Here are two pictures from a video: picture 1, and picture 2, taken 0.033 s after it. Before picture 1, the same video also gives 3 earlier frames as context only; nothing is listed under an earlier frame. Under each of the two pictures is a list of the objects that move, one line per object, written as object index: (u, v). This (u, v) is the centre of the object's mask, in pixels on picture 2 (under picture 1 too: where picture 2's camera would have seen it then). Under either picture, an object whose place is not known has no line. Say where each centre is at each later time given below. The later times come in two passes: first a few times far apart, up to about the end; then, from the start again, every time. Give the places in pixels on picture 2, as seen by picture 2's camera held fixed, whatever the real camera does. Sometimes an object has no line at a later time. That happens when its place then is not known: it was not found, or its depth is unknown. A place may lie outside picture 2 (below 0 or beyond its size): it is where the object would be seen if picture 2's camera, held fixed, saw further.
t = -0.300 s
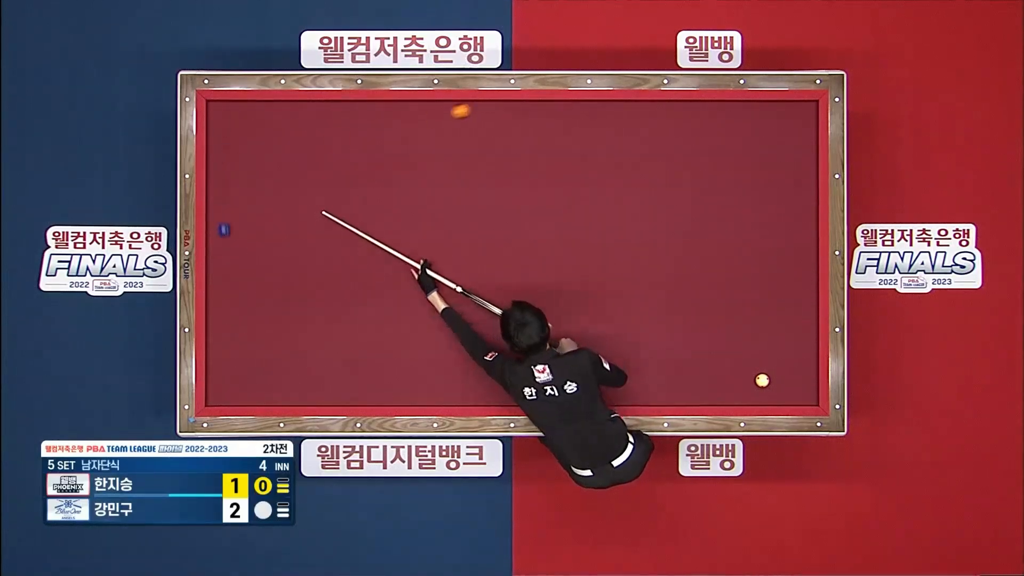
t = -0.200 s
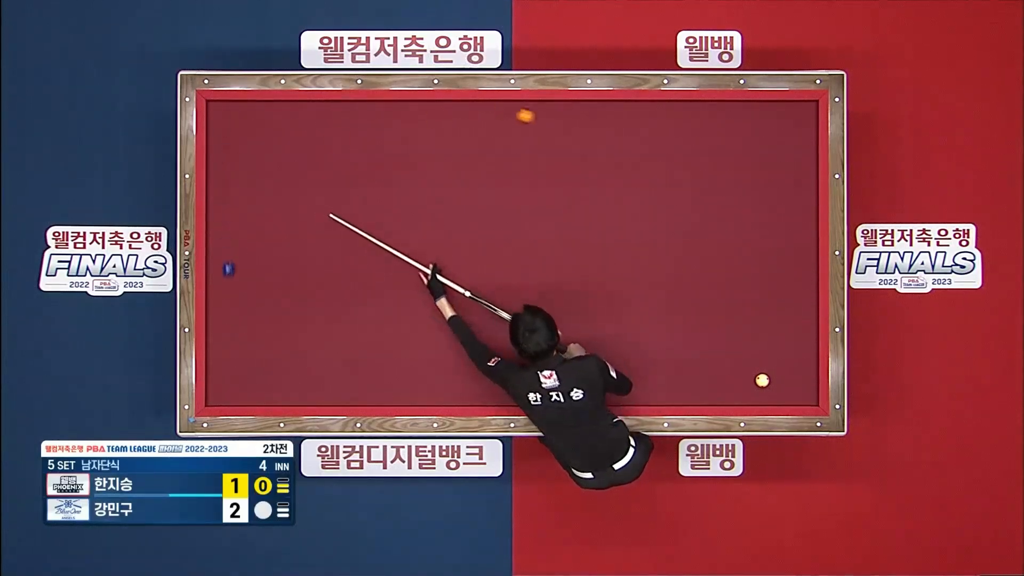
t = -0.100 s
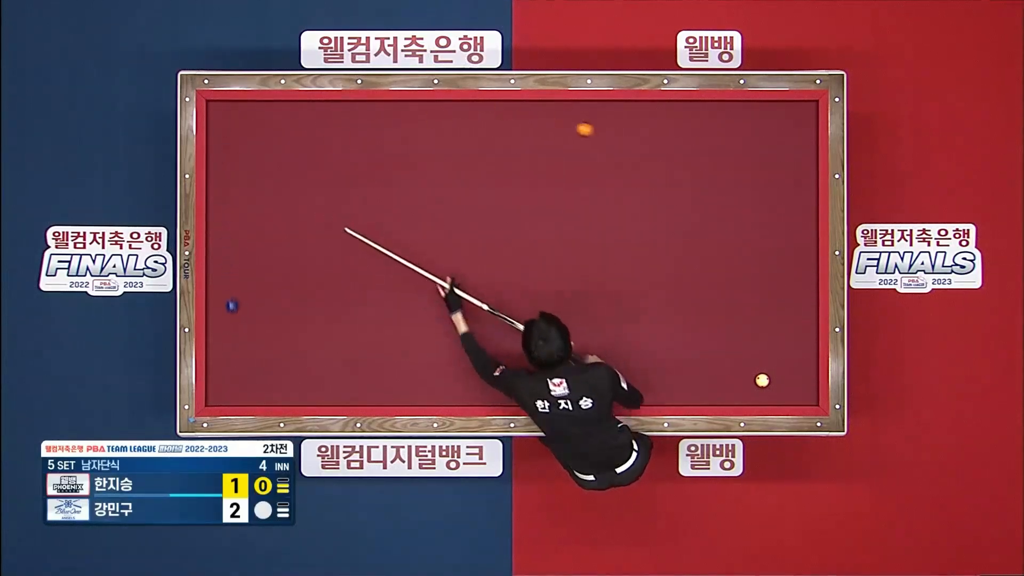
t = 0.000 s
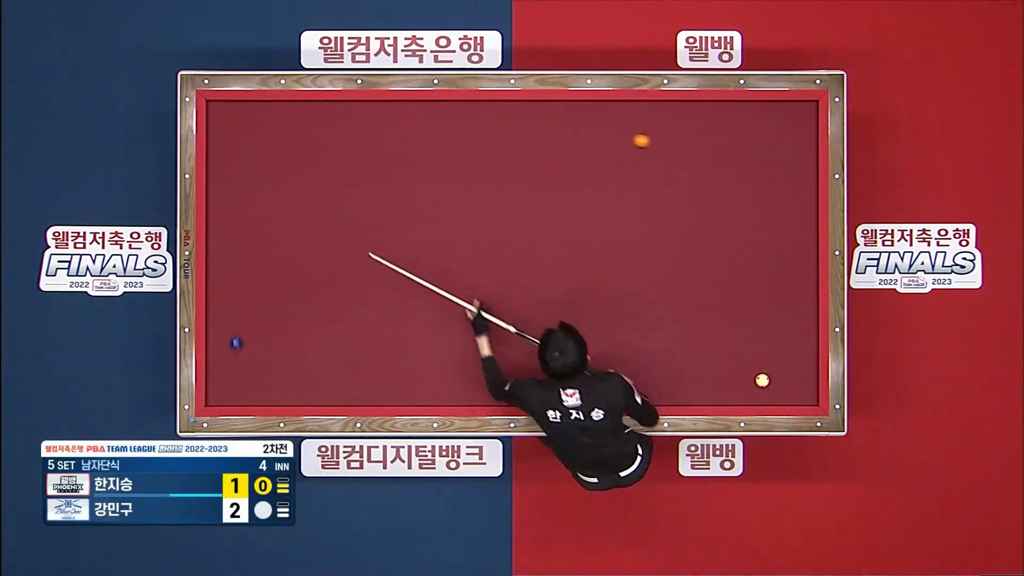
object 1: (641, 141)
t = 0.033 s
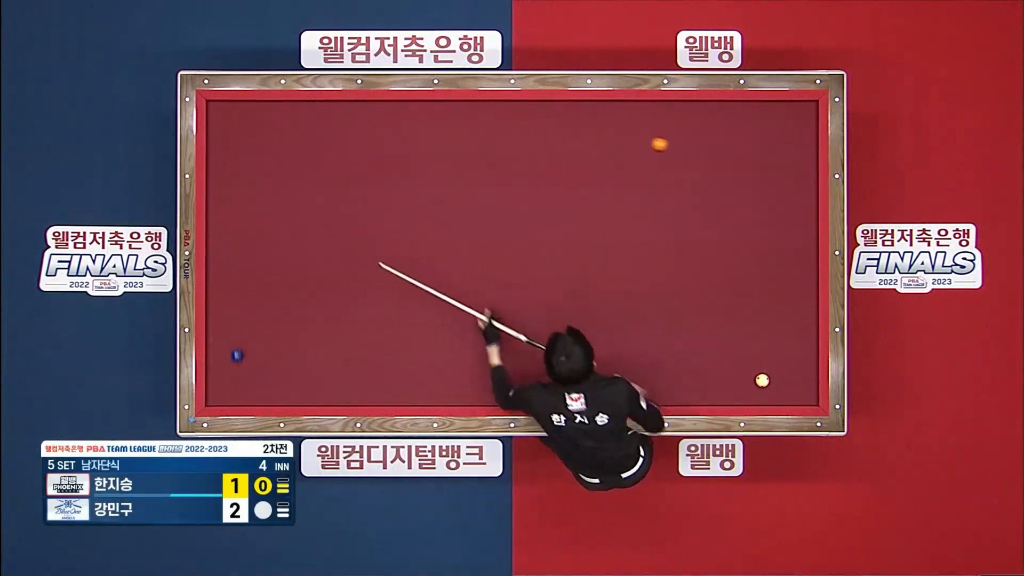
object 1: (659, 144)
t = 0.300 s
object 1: (794, 164)
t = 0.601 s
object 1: (714, 206)
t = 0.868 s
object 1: (638, 243)
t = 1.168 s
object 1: (561, 284)
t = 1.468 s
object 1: (486, 324)
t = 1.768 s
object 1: (411, 363)
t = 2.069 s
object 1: (338, 399)
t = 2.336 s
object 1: (282, 379)
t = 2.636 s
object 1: (219, 359)
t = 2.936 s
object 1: (247, 330)
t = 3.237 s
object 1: (280, 302)
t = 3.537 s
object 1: (312, 274)
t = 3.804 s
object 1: (340, 250)
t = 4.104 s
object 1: (370, 224)
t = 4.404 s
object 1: (401, 199)
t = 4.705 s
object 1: (430, 174)
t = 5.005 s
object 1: (458, 149)
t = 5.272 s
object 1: (483, 128)
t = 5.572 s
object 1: (510, 107)
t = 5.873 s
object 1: (533, 120)
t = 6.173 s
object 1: (555, 132)
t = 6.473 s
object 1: (576, 144)
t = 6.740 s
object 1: (594, 155)
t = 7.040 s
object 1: (613, 167)
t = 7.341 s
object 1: (632, 177)
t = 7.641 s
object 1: (650, 188)
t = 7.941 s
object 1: (667, 198)
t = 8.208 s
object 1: (681, 207)
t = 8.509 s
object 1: (696, 216)
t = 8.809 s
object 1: (711, 224)
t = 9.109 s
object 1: (724, 233)
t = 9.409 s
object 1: (737, 241)
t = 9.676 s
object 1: (748, 247)
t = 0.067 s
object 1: (677, 147)
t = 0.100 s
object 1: (694, 150)
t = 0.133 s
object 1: (712, 153)
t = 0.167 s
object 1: (728, 155)
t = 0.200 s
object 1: (745, 158)
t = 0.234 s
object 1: (761, 160)
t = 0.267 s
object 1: (778, 162)
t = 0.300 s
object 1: (794, 164)
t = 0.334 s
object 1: (810, 167)
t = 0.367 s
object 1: (801, 171)
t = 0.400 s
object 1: (788, 177)
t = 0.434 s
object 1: (775, 181)
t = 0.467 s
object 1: (761, 186)
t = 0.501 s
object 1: (749, 191)
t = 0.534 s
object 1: (737, 196)
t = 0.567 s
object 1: (725, 201)
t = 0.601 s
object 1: (714, 206)
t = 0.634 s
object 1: (703, 211)
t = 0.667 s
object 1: (692, 215)
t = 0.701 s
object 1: (683, 220)
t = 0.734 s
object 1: (673, 225)
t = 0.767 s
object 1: (664, 229)
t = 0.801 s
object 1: (655, 234)
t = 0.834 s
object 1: (646, 239)
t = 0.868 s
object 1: (638, 243)
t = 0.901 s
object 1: (629, 247)
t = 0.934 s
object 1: (621, 252)
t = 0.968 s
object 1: (612, 257)
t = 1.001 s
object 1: (604, 261)
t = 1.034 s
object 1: (595, 265)
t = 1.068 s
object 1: (587, 270)
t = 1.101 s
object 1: (578, 275)
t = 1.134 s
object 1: (570, 279)
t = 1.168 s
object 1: (561, 284)
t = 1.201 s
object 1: (553, 288)
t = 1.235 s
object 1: (544, 293)
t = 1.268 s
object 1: (536, 297)
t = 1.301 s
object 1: (528, 302)
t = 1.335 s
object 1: (519, 306)
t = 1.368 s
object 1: (511, 311)
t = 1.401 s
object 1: (502, 315)
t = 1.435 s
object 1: (494, 319)
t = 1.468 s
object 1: (486, 324)
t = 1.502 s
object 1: (477, 329)
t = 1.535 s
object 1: (469, 333)
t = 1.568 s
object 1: (460, 337)
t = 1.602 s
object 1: (452, 342)
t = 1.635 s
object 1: (444, 346)
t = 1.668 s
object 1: (436, 350)
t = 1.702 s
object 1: (427, 355)
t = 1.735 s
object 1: (419, 359)
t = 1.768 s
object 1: (411, 363)
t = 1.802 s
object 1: (403, 368)
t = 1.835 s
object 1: (394, 372)
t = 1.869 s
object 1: (387, 376)
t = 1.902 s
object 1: (379, 381)
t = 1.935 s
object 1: (370, 385)
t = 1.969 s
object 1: (362, 389)
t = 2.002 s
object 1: (354, 394)
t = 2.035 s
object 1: (346, 398)
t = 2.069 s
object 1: (338, 399)
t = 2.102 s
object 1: (331, 395)
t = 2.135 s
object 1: (324, 392)
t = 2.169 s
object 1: (317, 390)
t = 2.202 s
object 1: (310, 387)
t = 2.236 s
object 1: (303, 385)
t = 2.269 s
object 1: (296, 383)
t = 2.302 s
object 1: (289, 381)
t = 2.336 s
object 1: (282, 379)
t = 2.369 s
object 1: (275, 376)
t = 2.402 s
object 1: (268, 374)
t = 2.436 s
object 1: (261, 372)
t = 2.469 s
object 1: (254, 370)
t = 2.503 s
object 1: (247, 368)
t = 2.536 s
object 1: (240, 365)
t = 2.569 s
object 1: (233, 363)
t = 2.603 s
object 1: (226, 361)
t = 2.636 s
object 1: (219, 359)
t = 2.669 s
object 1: (213, 357)
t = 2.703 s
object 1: (216, 353)
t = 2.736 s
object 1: (222, 350)
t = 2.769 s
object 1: (227, 347)
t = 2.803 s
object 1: (231, 343)
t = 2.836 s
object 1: (236, 340)
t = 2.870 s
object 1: (240, 337)
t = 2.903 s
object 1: (243, 334)
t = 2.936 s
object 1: (247, 330)
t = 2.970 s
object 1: (251, 327)
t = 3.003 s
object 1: (254, 324)
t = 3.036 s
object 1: (258, 321)
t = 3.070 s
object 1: (262, 318)
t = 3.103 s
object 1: (266, 315)
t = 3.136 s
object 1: (269, 311)
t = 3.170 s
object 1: (273, 308)
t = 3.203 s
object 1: (276, 305)
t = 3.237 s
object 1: (280, 302)
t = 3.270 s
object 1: (284, 299)
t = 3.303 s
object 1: (287, 296)
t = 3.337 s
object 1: (291, 293)
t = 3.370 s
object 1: (294, 290)
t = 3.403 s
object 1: (298, 287)
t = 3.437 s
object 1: (302, 284)
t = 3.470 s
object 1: (305, 281)
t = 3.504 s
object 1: (309, 277)
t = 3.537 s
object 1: (312, 274)
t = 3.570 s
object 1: (316, 272)
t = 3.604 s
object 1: (319, 269)
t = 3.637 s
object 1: (323, 265)
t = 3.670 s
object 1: (326, 262)
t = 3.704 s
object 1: (330, 259)
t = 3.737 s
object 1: (333, 257)
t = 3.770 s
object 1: (336, 253)
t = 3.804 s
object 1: (340, 250)
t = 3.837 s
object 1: (343, 248)
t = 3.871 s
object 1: (347, 244)
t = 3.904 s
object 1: (350, 242)
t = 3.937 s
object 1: (353, 239)
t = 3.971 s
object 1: (357, 236)
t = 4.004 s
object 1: (360, 233)
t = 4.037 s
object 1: (364, 230)
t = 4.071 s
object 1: (367, 227)
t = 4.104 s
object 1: (370, 224)
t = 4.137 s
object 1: (374, 221)
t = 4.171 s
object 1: (377, 218)
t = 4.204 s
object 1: (381, 215)
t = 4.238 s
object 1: (384, 213)
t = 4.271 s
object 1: (387, 210)
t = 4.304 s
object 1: (390, 207)
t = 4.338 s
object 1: (394, 204)
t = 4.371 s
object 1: (397, 201)
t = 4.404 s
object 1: (401, 199)
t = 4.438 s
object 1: (404, 196)
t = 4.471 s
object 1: (407, 193)
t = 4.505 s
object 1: (410, 190)
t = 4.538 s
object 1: (414, 187)
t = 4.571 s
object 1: (417, 185)
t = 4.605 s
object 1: (420, 182)
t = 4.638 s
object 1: (423, 179)
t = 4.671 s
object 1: (426, 176)
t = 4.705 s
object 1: (430, 174)
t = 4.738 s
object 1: (433, 171)
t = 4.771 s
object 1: (436, 168)
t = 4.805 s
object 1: (439, 166)
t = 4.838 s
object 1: (442, 163)
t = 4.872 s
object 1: (446, 160)
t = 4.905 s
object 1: (449, 157)
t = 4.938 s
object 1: (452, 155)
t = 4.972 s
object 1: (455, 152)
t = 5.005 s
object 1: (458, 149)
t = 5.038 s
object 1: (461, 147)
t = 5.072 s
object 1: (465, 144)
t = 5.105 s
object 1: (468, 141)
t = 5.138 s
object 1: (471, 139)
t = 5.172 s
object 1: (474, 136)
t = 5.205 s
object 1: (477, 134)
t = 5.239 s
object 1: (480, 131)
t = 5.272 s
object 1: (483, 128)
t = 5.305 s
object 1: (486, 126)
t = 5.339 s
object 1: (489, 123)
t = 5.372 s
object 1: (492, 121)
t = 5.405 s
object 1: (495, 118)
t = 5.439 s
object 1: (498, 115)
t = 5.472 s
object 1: (501, 113)
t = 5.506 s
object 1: (504, 111)
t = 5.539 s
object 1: (507, 109)
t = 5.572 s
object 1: (510, 107)
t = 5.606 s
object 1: (512, 109)
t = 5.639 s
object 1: (515, 110)
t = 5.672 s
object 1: (517, 112)
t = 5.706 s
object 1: (520, 113)
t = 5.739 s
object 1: (523, 114)
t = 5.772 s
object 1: (525, 116)
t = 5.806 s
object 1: (528, 117)
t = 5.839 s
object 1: (530, 119)
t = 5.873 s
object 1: (533, 120)
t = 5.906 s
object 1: (535, 122)
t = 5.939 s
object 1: (537, 123)
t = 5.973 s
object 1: (540, 124)
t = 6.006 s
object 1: (542, 126)
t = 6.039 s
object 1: (545, 127)
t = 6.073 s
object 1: (547, 128)
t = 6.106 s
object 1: (550, 130)
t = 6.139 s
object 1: (552, 131)
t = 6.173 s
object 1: (555, 132)
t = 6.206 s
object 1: (557, 134)
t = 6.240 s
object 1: (559, 135)
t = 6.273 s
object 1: (562, 137)
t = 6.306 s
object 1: (564, 138)
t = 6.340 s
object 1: (566, 139)
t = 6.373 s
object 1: (569, 140)
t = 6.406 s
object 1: (571, 142)
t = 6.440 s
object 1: (574, 143)
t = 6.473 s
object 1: (576, 144)
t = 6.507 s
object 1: (578, 146)
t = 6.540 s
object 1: (580, 147)
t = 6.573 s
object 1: (583, 148)
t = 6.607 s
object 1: (585, 150)
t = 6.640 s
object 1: (587, 151)
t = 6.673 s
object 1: (589, 152)
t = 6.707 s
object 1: (592, 154)
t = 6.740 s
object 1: (594, 155)
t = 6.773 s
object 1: (596, 156)
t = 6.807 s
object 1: (598, 158)
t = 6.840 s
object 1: (600, 159)
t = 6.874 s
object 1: (602, 160)
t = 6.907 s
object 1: (605, 162)
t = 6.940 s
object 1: (607, 163)
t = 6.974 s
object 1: (609, 164)
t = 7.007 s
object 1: (612, 165)
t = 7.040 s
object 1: (613, 167)
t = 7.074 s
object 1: (616, 168)
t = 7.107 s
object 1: (617, 169)
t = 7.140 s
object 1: (619, 170)
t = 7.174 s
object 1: (622, 171)
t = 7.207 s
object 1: (624, 173)
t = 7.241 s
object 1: (626, 174)
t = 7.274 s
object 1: (628, 175)
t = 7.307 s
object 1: (630, 176)
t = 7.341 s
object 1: (632, 177)
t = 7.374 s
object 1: (634, 179)
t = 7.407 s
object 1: (636, 180)
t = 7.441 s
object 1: (638, 181)
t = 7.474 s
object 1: (640, 182)
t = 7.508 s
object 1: (642, 183)
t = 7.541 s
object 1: (644, 184)
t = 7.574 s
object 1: (646, 186)
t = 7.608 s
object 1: (648, 187)
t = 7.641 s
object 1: (650, 188)
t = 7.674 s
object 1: (651, 189)
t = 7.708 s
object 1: (653, 190)
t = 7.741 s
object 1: (655, 191)
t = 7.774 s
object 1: (657, 192)
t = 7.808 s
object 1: (659, 193)
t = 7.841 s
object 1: (661, 195)
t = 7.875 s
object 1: (663, 196)
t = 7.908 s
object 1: (665, 197)
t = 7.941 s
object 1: (667, 198)
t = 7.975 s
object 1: (668, 199)
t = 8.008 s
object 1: (670, 200)
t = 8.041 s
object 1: (672, 201)
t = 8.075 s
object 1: (674, 202)
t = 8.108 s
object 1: (676, 203)
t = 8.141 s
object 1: (678, 204)
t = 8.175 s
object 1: (679, 205)
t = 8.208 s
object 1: (681, 207)
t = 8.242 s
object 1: (682, 208)
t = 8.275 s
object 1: (684, 208)
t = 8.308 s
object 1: (686, 210)
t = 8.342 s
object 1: (688, 210)
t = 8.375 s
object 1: (689, 212)
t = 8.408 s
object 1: (691, 213)
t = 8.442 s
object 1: (693, 214)
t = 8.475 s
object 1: (695, 215)
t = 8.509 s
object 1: (696, 216)
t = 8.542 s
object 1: (698, 217)
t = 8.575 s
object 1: (699, 218)
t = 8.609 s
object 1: (701, 219)
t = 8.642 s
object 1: (703, 220)
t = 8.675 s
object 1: (704, 221)
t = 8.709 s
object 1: (706, 222)
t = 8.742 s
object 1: (708, 223)
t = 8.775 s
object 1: (709, 223)
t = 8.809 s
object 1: (711, 224)
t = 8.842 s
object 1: (712, 225)
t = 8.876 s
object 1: (714, 227)
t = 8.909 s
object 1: (715, 227)
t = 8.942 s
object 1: (717, 228)
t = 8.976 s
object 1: (718, 229)
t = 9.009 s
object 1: (720, 230)
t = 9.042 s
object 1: (721, 231)
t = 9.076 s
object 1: (723, 232)
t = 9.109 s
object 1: (724, 233)
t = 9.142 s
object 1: (726, 234)
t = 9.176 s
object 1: (727, 235)
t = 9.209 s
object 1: (729, 236)
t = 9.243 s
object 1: (730, 236)
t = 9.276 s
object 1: (732, 237)
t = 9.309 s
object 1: (733, 238)
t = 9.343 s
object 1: (735, 239)
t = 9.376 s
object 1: (736, 240)
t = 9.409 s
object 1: (737, 241)
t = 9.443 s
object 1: (739, 242)
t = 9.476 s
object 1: (740, 242)
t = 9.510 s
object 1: (741, 243)
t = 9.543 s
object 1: (743, 244)
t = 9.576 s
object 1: (744, 245)
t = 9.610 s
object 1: (746, 246)
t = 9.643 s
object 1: (747, 247)
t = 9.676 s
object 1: (748, 247)
